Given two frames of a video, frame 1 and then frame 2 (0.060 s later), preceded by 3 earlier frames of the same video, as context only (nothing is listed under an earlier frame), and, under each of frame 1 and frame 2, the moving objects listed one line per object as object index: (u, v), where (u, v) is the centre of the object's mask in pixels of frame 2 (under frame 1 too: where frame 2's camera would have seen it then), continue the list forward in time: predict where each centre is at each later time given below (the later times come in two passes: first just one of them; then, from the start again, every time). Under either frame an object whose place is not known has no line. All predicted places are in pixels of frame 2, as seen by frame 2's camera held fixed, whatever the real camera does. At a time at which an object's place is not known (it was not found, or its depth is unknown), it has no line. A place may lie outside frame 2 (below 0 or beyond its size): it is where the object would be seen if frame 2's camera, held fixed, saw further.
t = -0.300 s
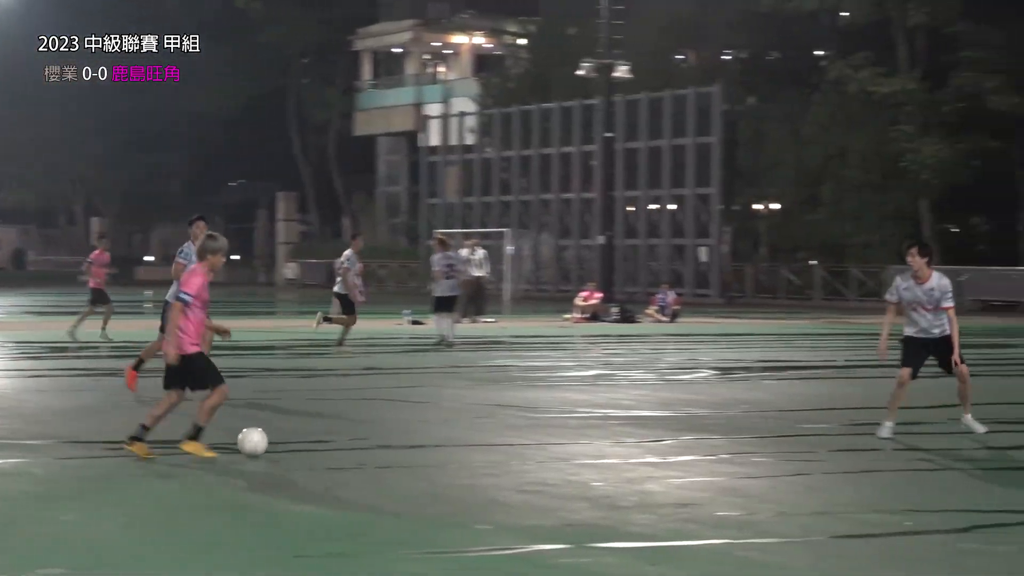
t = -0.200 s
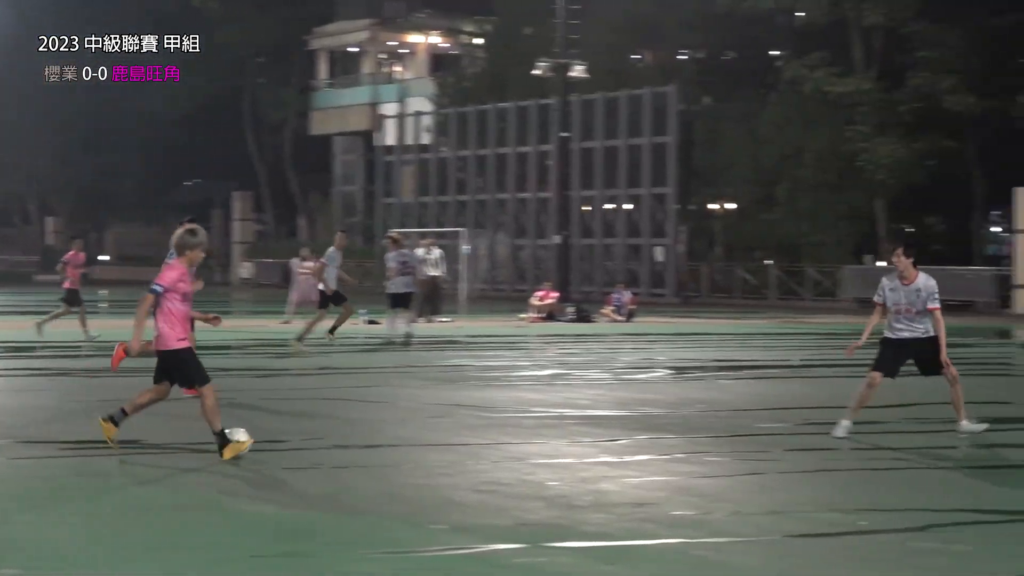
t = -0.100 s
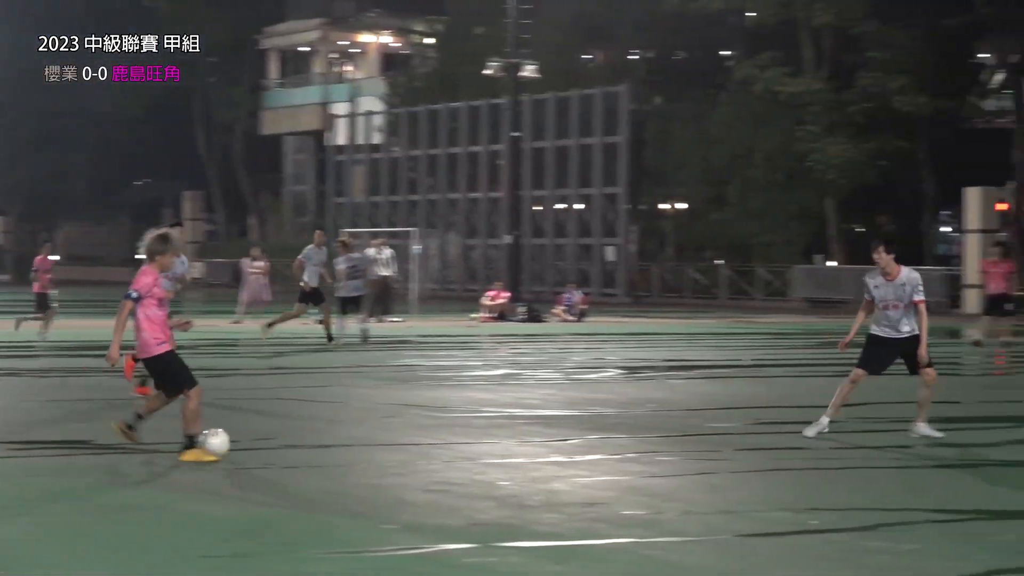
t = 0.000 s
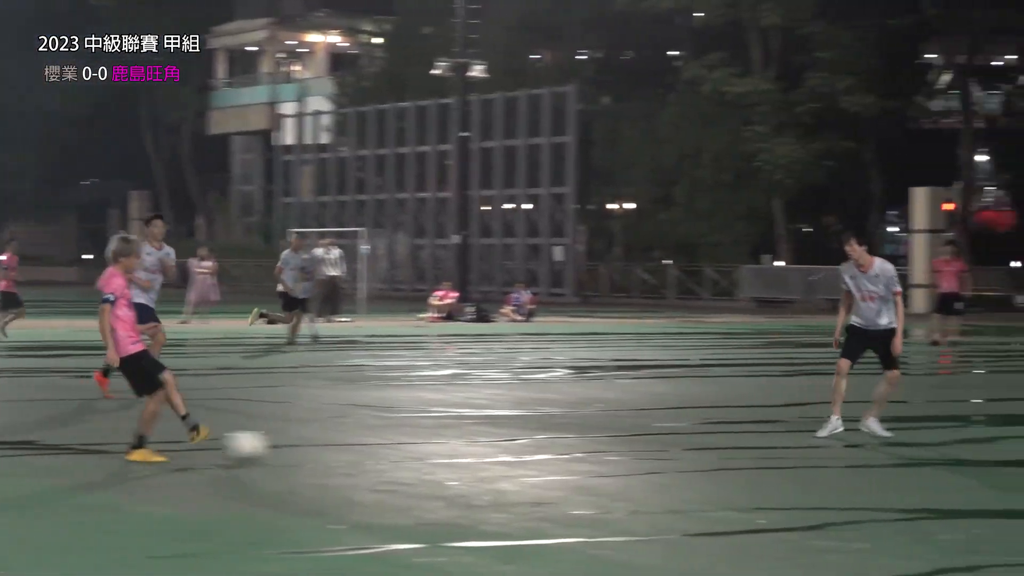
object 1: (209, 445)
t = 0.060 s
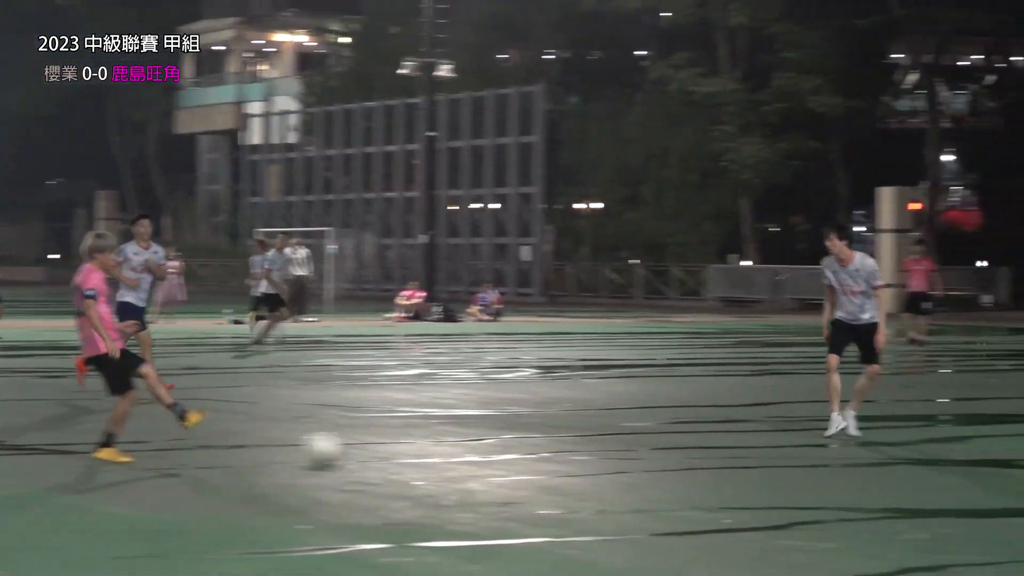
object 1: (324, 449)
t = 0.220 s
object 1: (604, 451)
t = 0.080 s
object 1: (361, 449)
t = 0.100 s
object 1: (394, 452)
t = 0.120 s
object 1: (433, 451)
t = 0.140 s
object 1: (470, 451)
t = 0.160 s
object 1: (503, 451)
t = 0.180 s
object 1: (536, 450)
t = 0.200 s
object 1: (572, 451)
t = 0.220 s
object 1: (604, 451)
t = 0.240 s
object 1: (637, 453)
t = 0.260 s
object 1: (670, 454)
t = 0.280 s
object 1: (703, 453)
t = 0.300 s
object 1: (735, 453)
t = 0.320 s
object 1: (767, 453)
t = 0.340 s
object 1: (800, 454)
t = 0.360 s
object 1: (833, 456)
